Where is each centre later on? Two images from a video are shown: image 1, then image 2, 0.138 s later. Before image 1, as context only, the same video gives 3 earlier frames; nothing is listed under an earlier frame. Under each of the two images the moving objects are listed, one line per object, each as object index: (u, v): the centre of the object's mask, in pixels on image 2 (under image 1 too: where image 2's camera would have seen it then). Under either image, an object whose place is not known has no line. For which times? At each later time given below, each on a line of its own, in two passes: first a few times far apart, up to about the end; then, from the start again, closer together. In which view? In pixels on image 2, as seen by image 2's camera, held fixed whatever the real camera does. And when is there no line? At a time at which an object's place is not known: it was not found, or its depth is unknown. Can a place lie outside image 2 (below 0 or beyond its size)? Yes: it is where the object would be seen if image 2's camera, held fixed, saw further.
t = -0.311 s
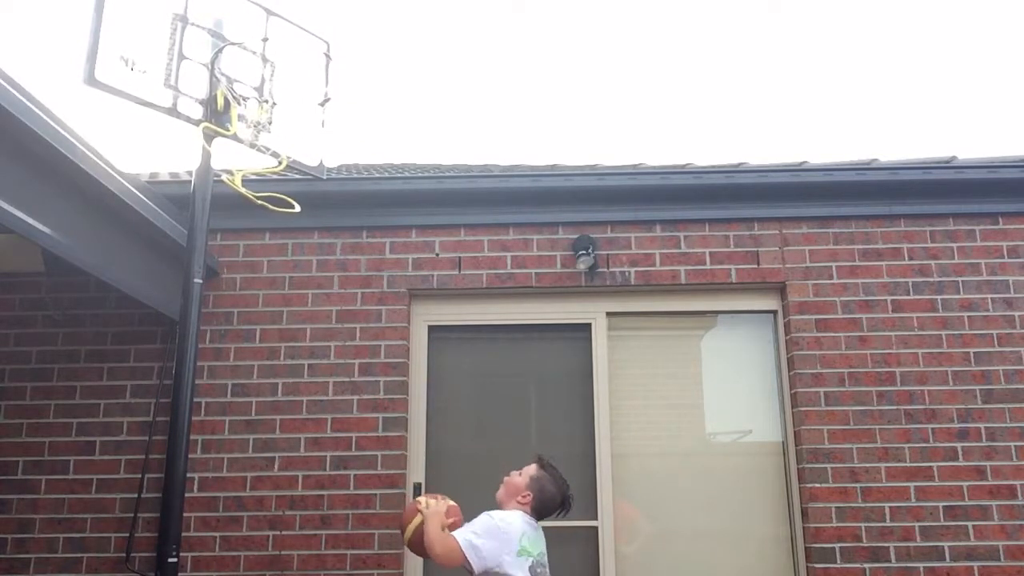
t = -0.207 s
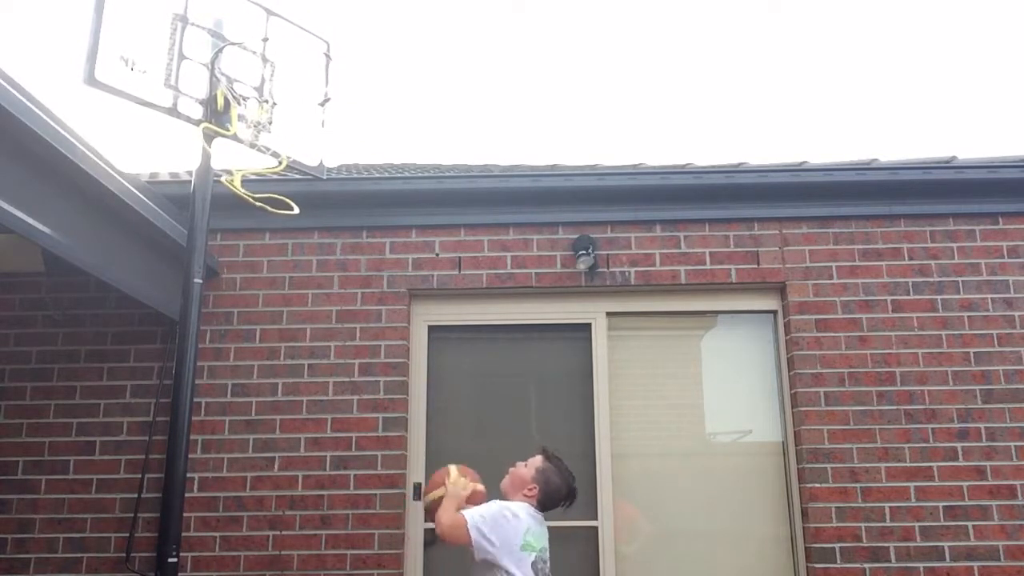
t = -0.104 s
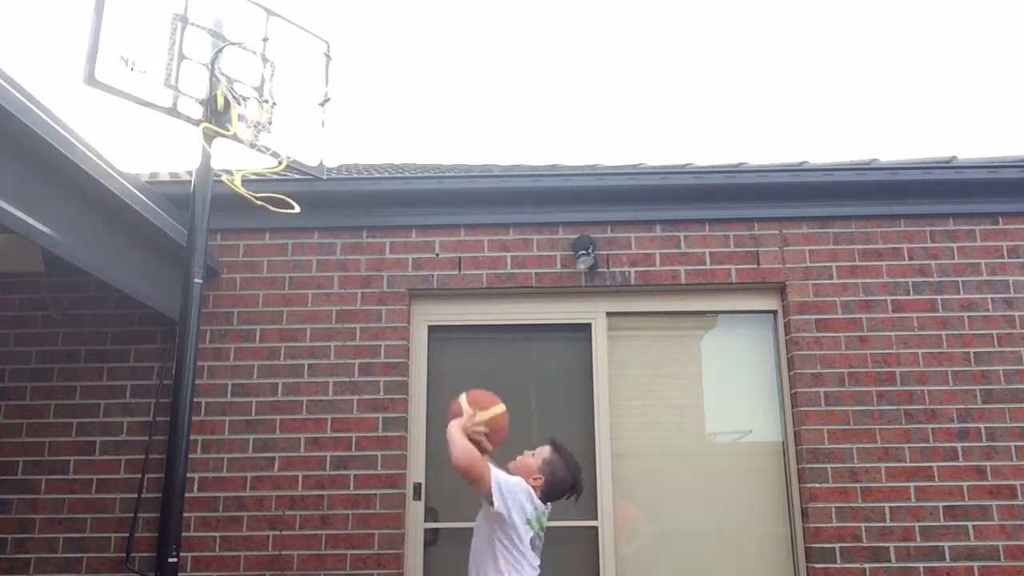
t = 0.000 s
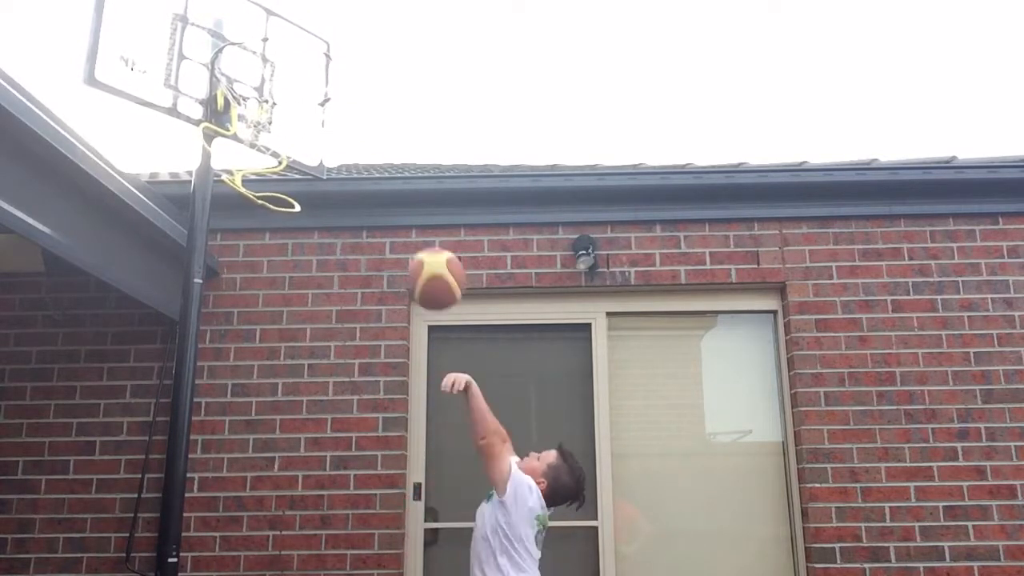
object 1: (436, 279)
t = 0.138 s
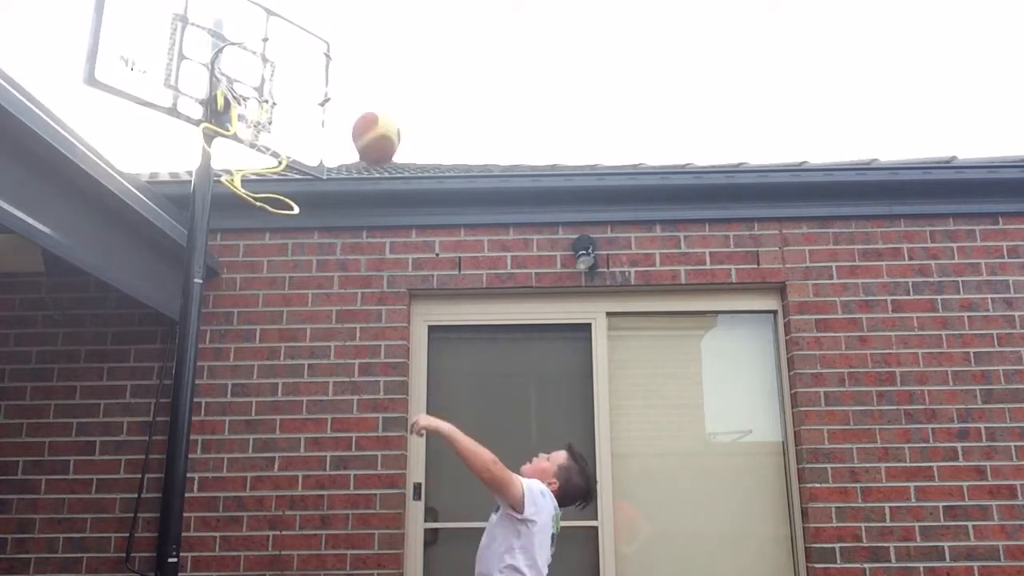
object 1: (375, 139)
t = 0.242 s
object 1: (332, 62)
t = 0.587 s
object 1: (283, 17)
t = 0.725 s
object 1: (272, 68)
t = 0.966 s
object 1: (254, 277)
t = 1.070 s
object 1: (241, 433)
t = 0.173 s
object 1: (360, 108)
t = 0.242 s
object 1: (332, 62)
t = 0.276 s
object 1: (318, 43)
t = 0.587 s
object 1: (283, 17)
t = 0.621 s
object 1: (280, 22)
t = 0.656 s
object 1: (278, 32)
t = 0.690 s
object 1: (276, 47)
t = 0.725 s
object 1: (272, 68)
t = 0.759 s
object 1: (270, 90)
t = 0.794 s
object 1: (267, 115)
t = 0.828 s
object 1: (266, 141)
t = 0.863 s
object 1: (264, 172)
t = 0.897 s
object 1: (260, 202)
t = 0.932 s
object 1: (257, 237)
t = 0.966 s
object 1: (254, 277)
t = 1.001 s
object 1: (251, 325)
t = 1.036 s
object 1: (245, 375)
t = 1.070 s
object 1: (241, 433)
